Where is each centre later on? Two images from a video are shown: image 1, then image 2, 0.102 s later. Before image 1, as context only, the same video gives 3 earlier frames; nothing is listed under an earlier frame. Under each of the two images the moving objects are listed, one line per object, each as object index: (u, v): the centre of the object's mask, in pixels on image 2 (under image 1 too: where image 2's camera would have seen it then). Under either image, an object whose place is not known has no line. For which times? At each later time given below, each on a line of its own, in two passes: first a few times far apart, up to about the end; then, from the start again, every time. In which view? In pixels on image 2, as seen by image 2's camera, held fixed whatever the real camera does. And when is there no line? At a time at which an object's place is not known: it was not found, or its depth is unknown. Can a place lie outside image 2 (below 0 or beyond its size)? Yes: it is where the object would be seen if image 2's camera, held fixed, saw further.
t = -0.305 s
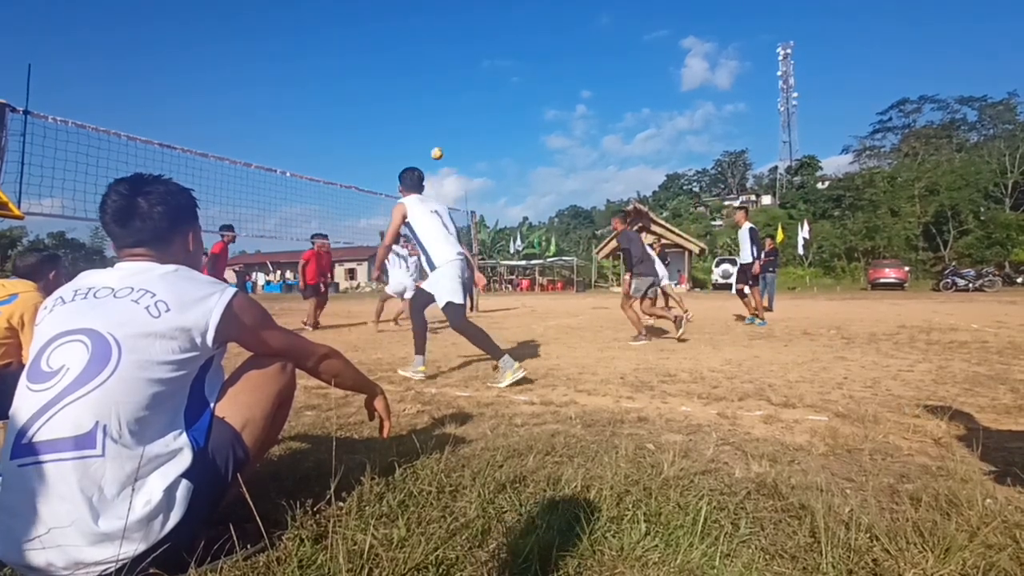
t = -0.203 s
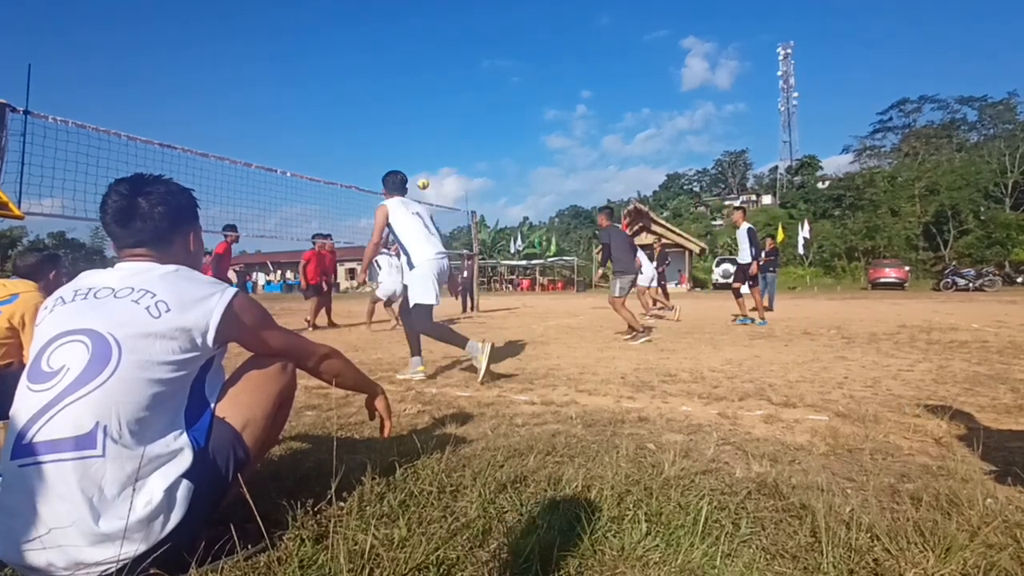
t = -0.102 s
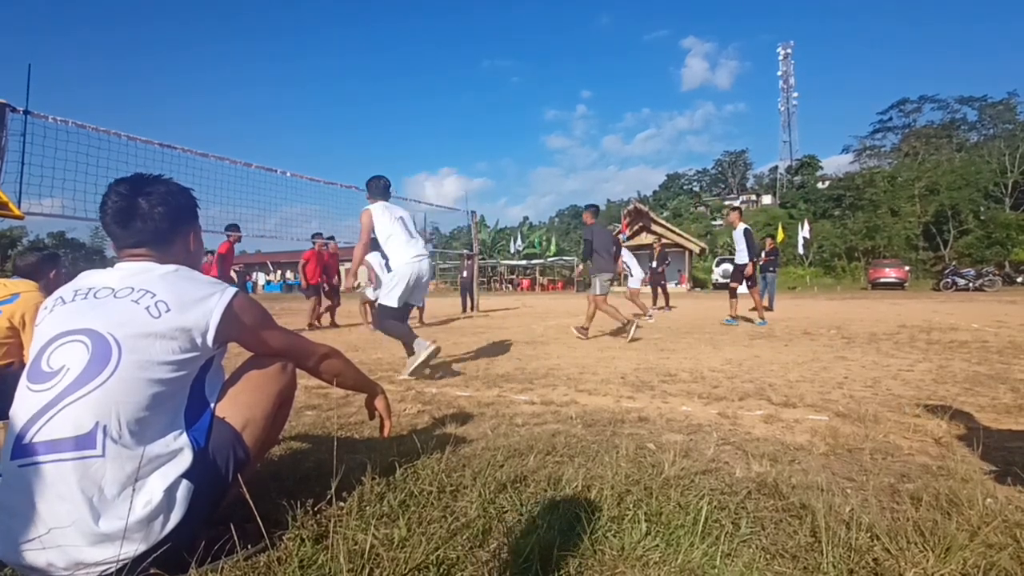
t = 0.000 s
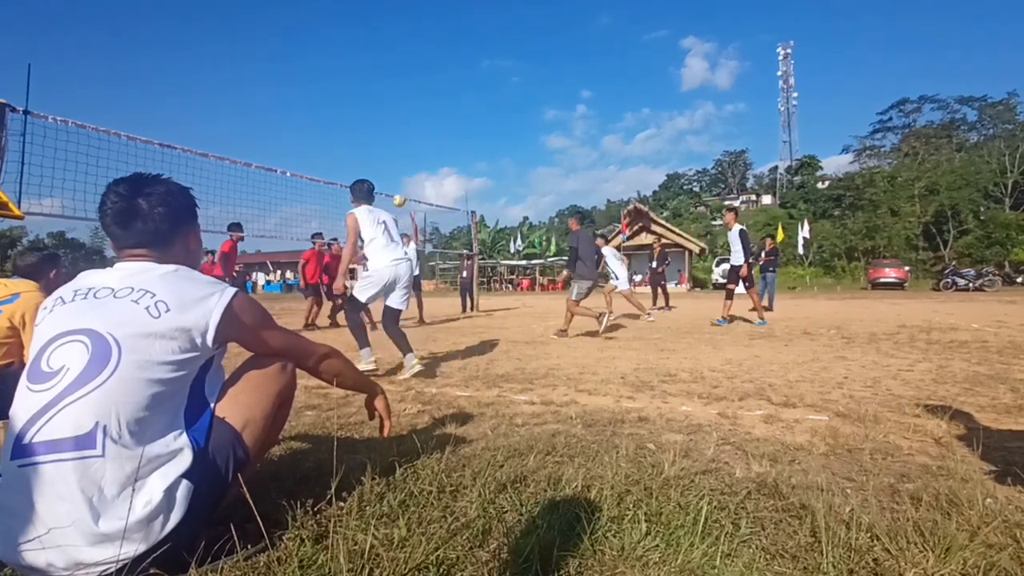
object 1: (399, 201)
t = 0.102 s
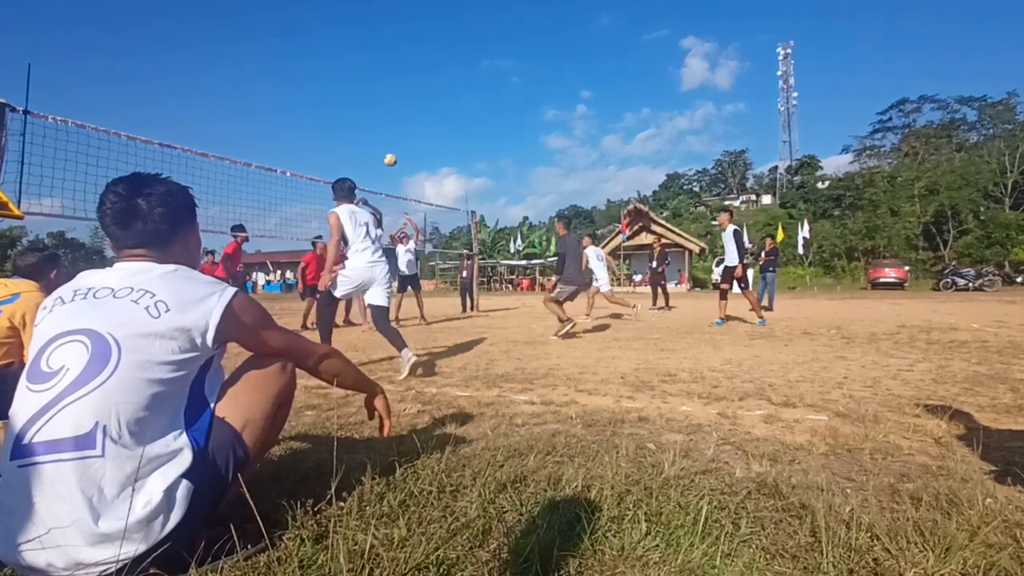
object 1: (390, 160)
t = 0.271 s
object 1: (376, 103)
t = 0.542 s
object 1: (351, 40)
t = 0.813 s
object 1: (325, 18)
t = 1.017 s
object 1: (303, 35)
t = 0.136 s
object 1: (387, 148)
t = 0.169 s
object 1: (384, 135)
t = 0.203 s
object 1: (381, 124)
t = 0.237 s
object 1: (378, 113)
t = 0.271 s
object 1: (376, 103)
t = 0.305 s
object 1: (372, 93)
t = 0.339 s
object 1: (369, 84)
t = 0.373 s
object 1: (366, 75)
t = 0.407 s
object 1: (363, 67)
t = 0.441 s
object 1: (361, 59)
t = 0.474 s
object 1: (358, 52)
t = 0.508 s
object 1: (355, 46)
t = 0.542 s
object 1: (351, 40)
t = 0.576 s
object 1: (348, 35)
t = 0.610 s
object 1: (345, 30)
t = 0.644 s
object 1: (341, 27)
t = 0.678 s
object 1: (338, 23)
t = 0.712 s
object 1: (335, 21)
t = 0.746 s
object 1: (332, 19)
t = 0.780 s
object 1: (329, 18)
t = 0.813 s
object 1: (325, 18)
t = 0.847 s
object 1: (321, 19)
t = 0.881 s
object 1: (318, 20)
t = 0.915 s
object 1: (315, 22)
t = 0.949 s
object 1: (311, 26)
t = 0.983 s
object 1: (307, 30)
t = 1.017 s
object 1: (303, 35)
